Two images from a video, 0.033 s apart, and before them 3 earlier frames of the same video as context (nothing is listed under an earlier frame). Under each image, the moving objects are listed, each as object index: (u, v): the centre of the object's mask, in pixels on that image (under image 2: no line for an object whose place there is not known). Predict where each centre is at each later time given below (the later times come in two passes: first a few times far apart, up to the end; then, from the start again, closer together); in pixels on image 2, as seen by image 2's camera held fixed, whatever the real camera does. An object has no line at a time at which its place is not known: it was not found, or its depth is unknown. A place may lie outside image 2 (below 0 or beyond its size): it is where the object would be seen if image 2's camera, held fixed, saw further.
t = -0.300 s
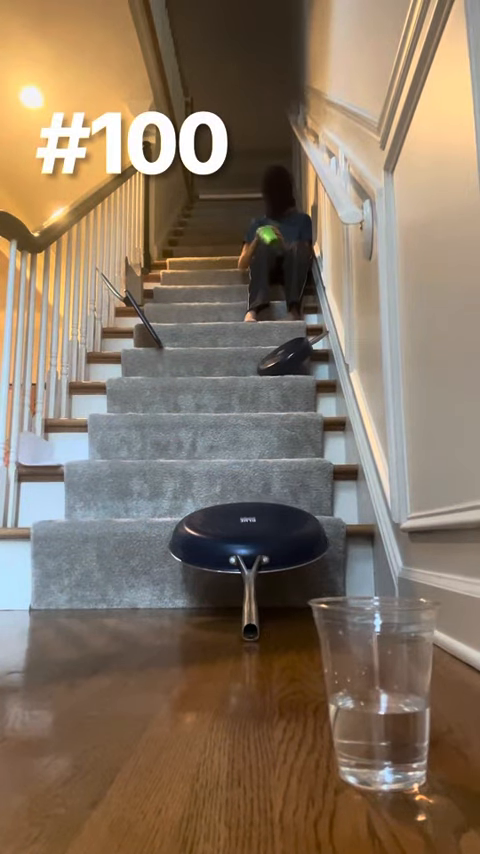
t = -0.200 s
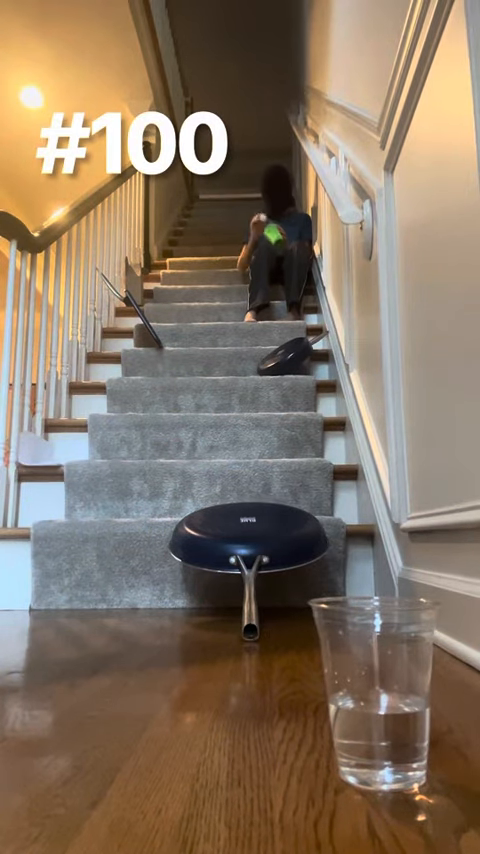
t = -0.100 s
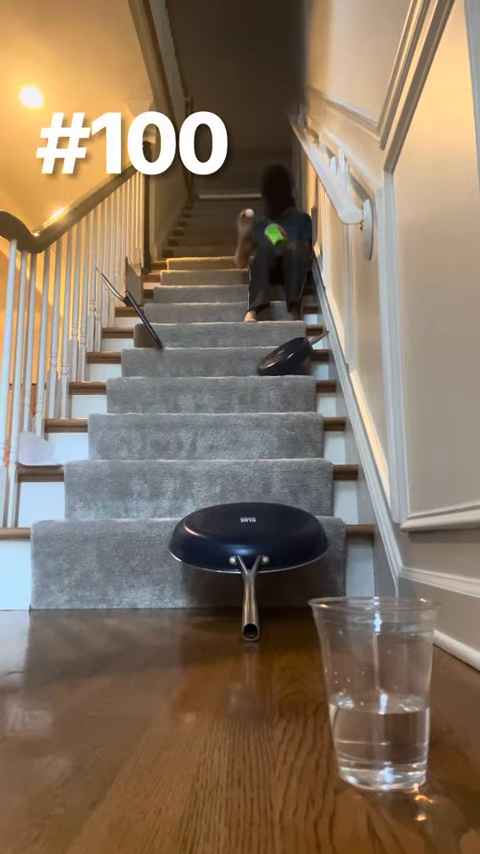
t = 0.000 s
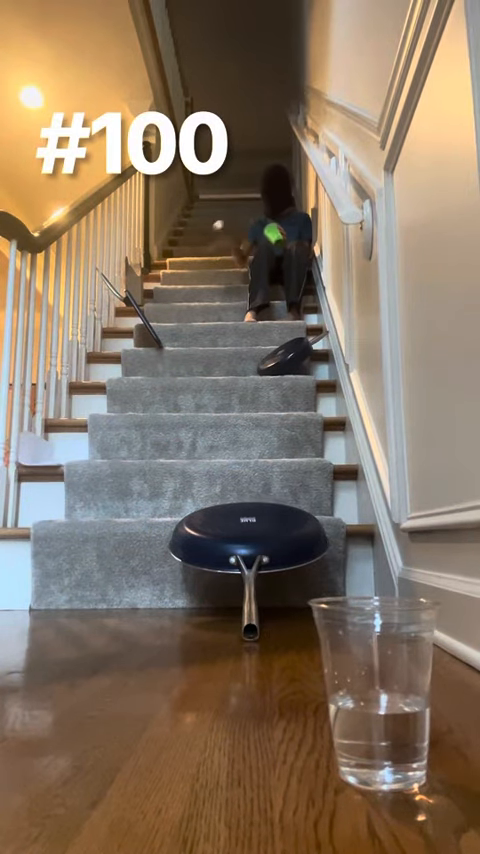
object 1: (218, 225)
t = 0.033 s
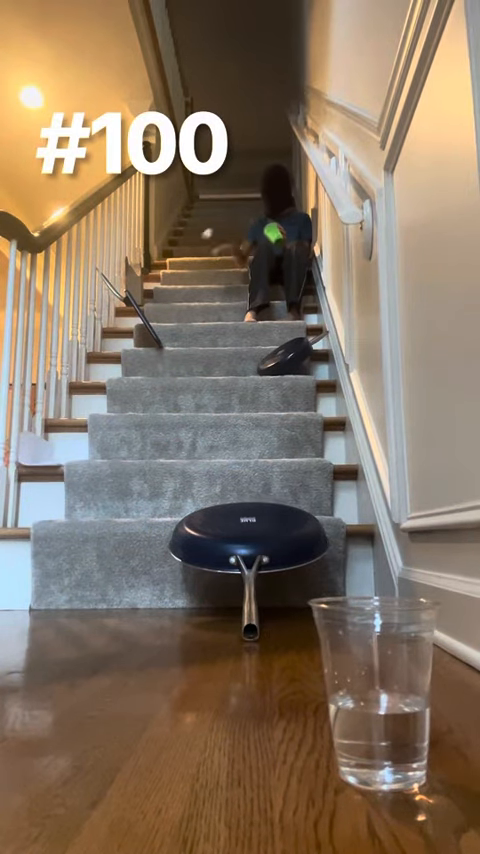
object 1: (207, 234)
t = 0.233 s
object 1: (167, 314)
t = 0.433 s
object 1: (277, 332)
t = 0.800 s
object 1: (270, 336)
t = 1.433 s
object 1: (383, 686)
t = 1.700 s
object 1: (385, 679)
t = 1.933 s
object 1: (384, 675)
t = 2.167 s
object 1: (384, 675)
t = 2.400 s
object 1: (384, 677)
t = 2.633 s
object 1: (384, 677)
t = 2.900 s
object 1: (384, 678)
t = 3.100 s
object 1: (384, 678)
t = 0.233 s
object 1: (167, 314)
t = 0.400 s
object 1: (276, 347)
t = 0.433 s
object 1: (277, 332)
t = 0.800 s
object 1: (270, 336)
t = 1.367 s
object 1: (380, 633)
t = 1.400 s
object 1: (384, 679)
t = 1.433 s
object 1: (383, 686)
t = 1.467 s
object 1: (381, 685)
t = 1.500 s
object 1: (382, 679)
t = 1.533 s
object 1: (383, 668)
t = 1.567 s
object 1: (384, 670)
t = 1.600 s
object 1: (384, 675)
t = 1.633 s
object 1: (384, 680)
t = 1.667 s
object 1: (385, 681)
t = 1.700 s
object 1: (385, 679)
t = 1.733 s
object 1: (386, 678)
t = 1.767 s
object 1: (386, 677)
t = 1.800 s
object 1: (386, 679)
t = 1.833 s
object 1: (386, 679)
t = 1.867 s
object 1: (386, 678)
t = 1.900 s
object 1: (384, 676)
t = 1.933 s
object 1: (384, 675)
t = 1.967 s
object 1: (384, 676)
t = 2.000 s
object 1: (384, 678)
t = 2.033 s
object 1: (384, 679)
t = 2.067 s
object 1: (384, 680)
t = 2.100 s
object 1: (384, 678)
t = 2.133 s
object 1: (384, 676)
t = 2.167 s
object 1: (384, 675)
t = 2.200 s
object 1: (384, 676)
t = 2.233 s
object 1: (384, 677)
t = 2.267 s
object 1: (384, 678)
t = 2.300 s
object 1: (384, 679)
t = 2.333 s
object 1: (384, 678)
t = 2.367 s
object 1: (384, 677)
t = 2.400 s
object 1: (384, 677)
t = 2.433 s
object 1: (384, 676)
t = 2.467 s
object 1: (384, 677)
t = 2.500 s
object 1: (384, 677)
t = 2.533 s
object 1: (384, 678)
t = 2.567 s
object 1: (384, 678)
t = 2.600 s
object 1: (384, 678)
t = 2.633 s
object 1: (384, 677)
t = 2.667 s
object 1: (384, 677)
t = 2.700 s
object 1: (383, 677)
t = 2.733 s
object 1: (383, 676)
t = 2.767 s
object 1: (384, 676)
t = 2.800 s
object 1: (384, 677)
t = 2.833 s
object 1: (384, 677)
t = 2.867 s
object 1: (384, 678)
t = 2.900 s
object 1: (384, 678)
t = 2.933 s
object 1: (384, 677)
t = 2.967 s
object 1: (384, 676)
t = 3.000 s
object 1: (383, 676)
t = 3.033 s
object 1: (384, 676)
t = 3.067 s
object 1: (384, 677)
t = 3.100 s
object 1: (384, 678)
